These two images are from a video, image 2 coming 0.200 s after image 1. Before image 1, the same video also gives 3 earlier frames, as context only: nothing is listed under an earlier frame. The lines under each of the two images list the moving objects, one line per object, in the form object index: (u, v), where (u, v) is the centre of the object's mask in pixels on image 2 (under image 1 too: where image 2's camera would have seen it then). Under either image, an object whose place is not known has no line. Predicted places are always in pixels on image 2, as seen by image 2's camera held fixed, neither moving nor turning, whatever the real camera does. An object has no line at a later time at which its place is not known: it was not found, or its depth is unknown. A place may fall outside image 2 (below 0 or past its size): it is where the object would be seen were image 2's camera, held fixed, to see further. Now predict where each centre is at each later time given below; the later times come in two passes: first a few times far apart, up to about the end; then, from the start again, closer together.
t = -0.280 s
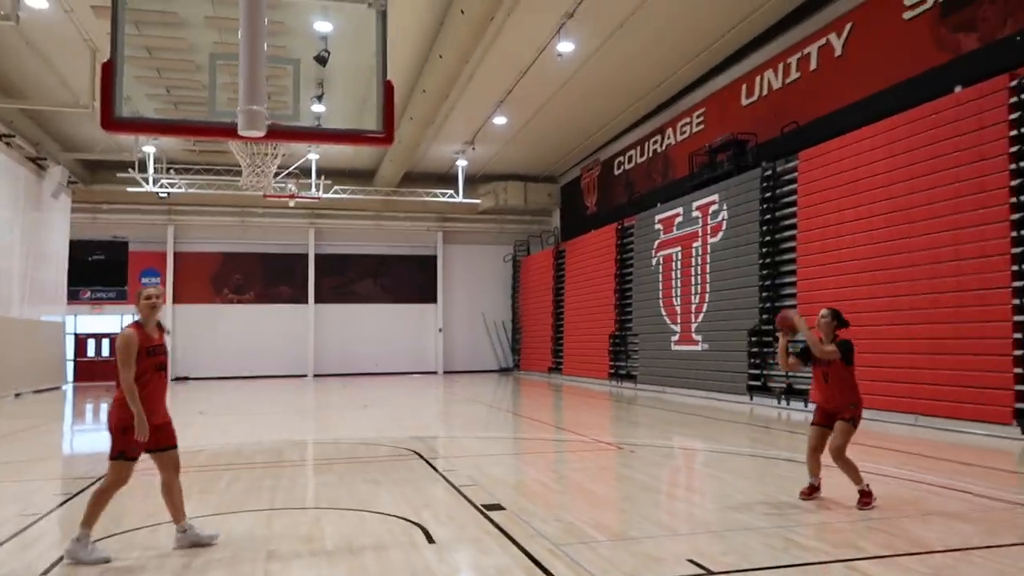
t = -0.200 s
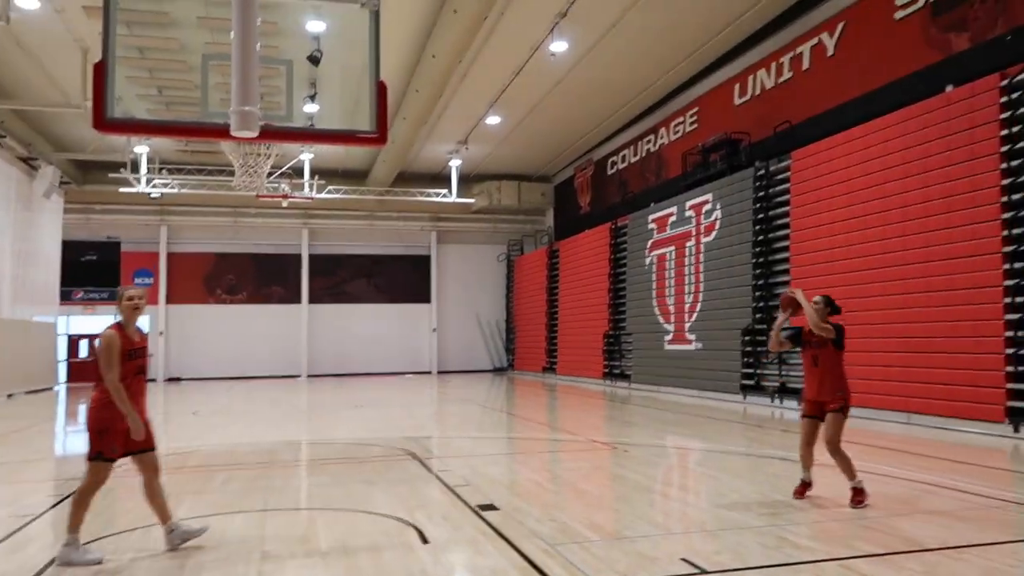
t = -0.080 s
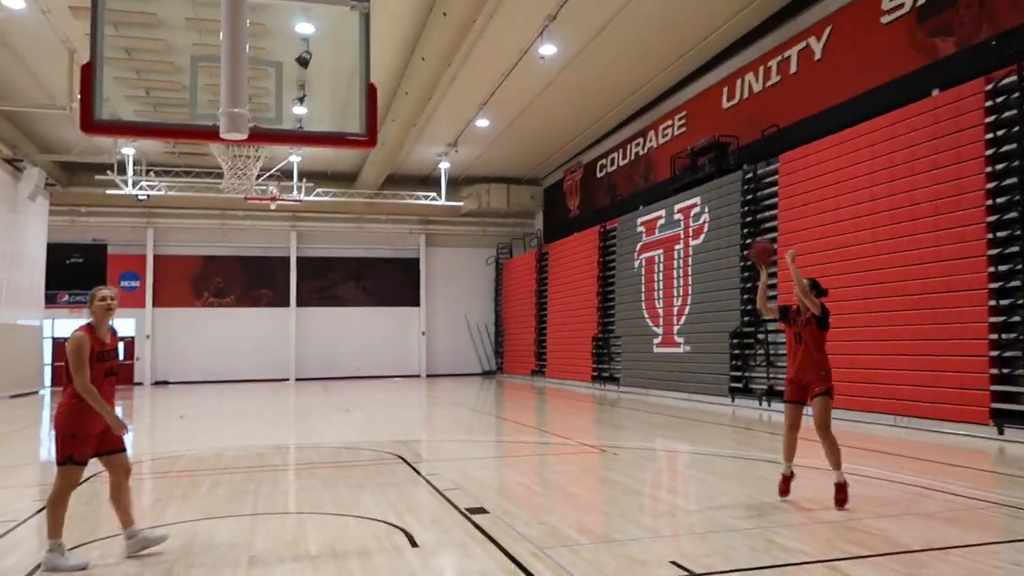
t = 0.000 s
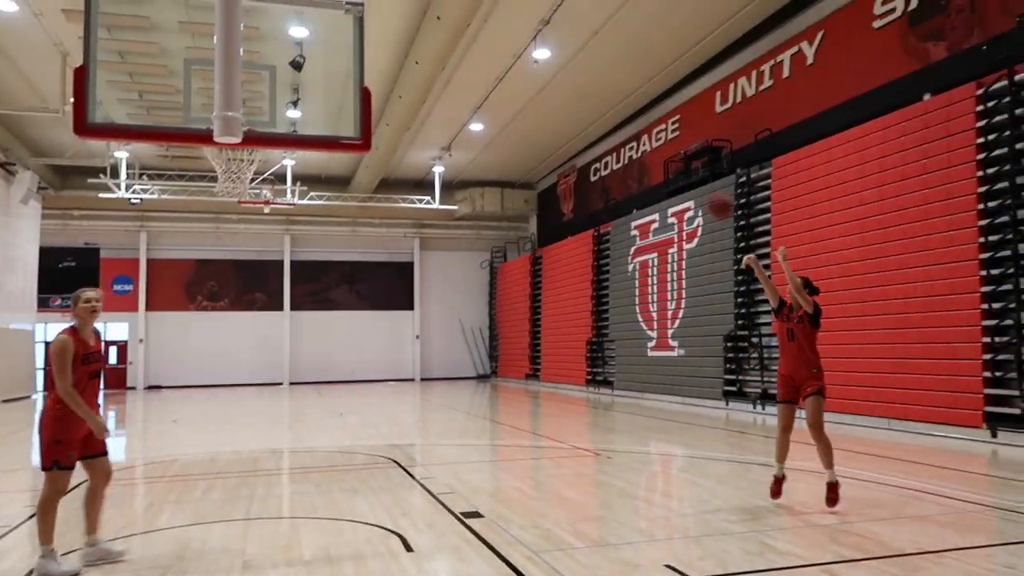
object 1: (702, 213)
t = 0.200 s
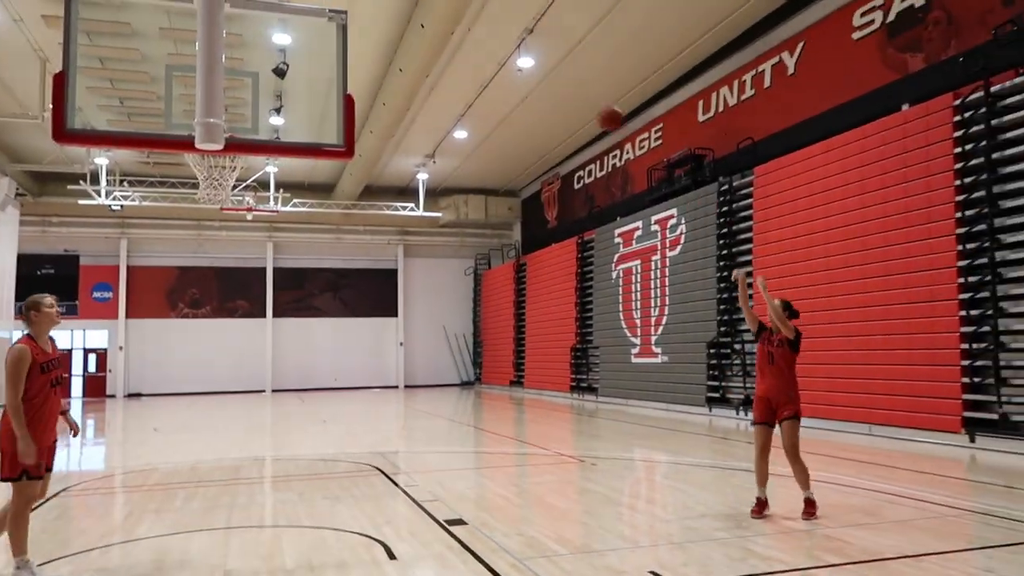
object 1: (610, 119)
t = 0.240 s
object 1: (591, 104)
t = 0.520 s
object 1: (453, 48)
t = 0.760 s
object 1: (325, 71)
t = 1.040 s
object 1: (181, 173)
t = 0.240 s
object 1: (591, 104)
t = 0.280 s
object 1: (572, 92)
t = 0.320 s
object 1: (553, 80)
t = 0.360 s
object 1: (534, 71)
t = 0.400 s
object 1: (512, 61)
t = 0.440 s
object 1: (492, 55)
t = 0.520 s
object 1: (453, 48)
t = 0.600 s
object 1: (413, 48)
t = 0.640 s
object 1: (393, 51)
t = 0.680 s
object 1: (372, 55)
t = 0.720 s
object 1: (354, 63)
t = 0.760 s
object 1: (325, 71)
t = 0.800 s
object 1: (308, 81)
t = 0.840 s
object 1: (285, 95)
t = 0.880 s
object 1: (265, 110)
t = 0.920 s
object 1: (237, 121)
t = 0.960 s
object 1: (218, 157)
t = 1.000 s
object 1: (193, 163)
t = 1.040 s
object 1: (181, 173)
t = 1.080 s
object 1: (176, 171)
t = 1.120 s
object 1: (174, 171)
